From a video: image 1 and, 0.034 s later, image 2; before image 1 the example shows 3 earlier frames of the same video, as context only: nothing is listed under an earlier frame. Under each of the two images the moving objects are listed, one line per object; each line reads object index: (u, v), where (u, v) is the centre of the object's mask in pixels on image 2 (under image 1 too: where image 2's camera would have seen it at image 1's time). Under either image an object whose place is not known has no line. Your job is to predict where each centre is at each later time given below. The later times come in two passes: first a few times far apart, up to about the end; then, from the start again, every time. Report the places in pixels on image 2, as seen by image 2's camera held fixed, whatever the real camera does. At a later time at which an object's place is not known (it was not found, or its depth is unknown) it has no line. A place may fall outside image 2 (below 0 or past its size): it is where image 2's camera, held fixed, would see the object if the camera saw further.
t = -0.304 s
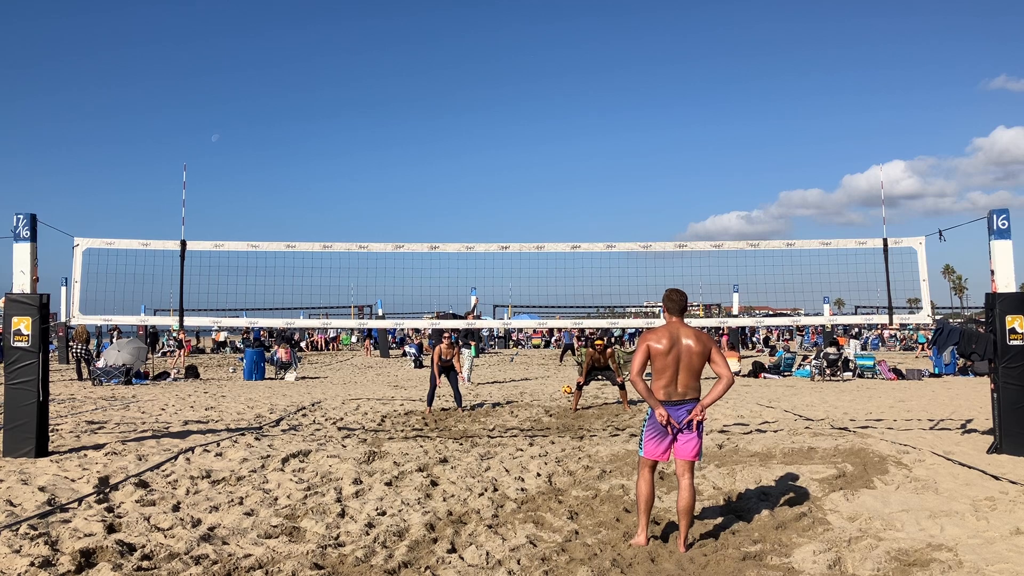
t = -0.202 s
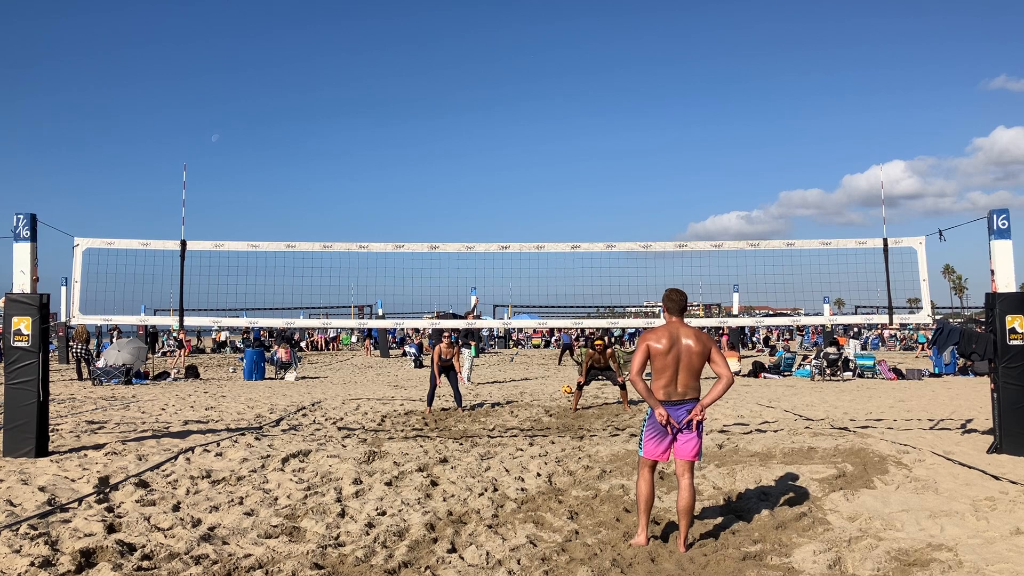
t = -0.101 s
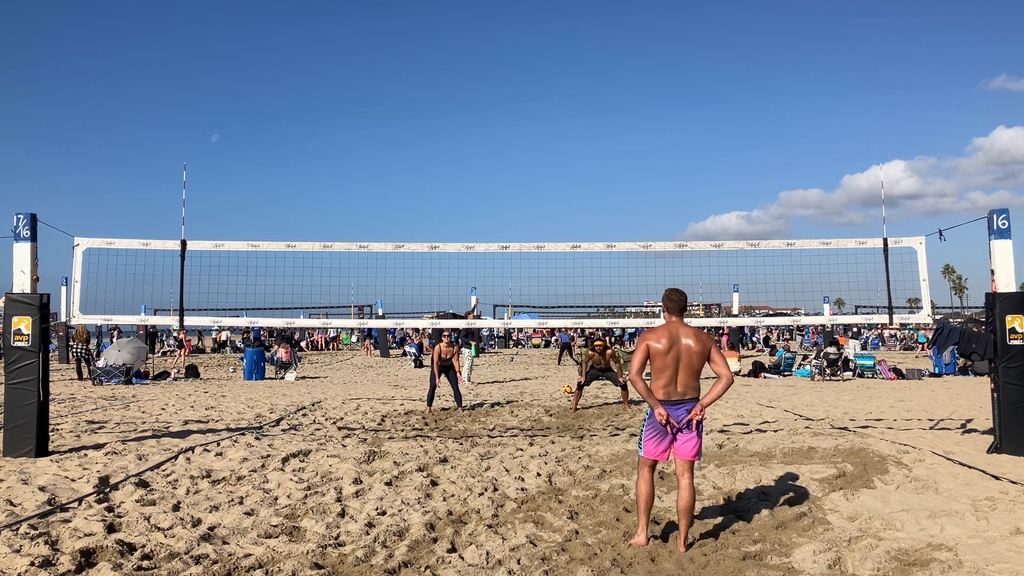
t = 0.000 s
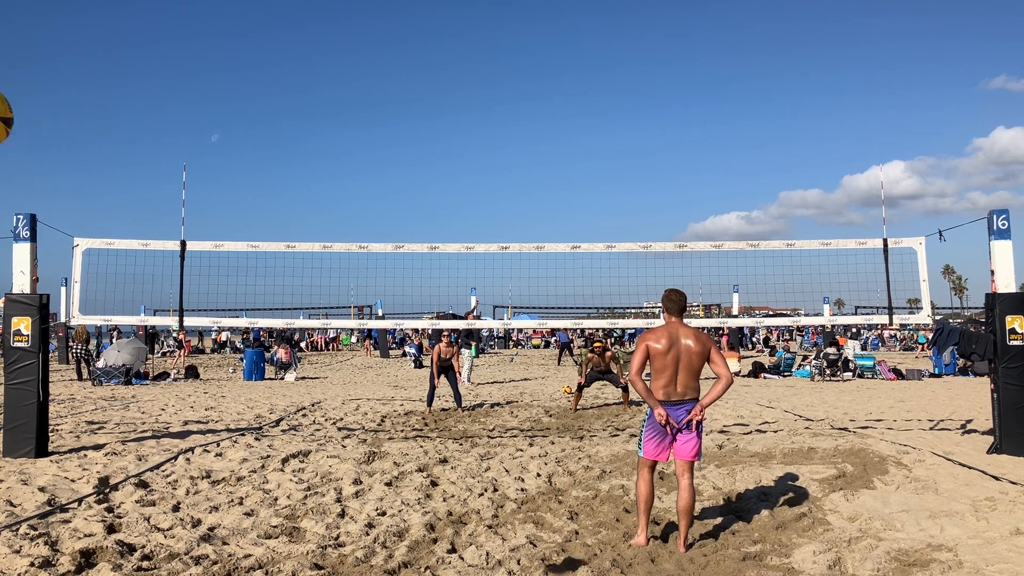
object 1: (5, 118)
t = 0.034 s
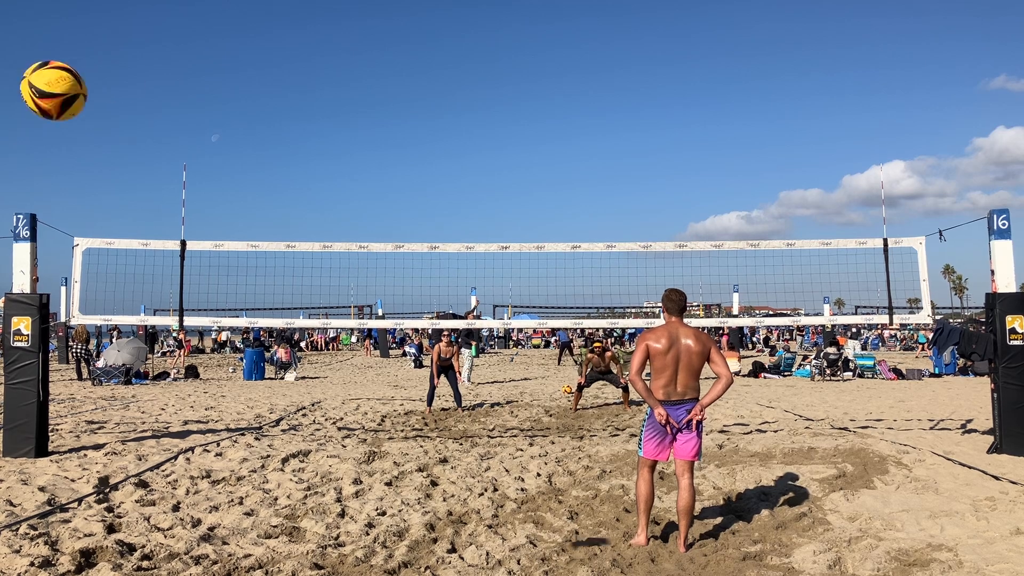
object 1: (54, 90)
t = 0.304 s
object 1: (326, 58)
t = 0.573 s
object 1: (412, 115)
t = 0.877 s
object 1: (458, 205)
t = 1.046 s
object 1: (472, 259)
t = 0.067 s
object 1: (115, 74)
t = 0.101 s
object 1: (163, 63)
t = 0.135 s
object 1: (202, 57)
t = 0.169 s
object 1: (235, 53)
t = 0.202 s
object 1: (264, 52)
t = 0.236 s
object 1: (288, 52)
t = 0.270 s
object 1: (309, 55)
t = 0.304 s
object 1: (326, 58)
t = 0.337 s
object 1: (342, 62)
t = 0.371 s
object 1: (356, 67)
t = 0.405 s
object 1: (368, 73)
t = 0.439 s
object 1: (379, 80)
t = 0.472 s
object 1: (389, 88)
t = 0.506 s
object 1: (398, 97)
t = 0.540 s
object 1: (406, 105)
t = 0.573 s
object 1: (412, 115)
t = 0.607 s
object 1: (419, 124)
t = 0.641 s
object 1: (425, 134)
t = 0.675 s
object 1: (431, 144)
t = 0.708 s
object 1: (436, 153)
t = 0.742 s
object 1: (441, 164)
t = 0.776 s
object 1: (446, 174)
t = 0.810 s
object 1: (450, 184)
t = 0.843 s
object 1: (454, 194)
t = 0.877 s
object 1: (458, 205)
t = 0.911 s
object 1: (461, 216)
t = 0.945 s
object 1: (464, 226)
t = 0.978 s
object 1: (467, 237)
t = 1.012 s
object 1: (470, 253)
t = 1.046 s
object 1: (472, 259)
